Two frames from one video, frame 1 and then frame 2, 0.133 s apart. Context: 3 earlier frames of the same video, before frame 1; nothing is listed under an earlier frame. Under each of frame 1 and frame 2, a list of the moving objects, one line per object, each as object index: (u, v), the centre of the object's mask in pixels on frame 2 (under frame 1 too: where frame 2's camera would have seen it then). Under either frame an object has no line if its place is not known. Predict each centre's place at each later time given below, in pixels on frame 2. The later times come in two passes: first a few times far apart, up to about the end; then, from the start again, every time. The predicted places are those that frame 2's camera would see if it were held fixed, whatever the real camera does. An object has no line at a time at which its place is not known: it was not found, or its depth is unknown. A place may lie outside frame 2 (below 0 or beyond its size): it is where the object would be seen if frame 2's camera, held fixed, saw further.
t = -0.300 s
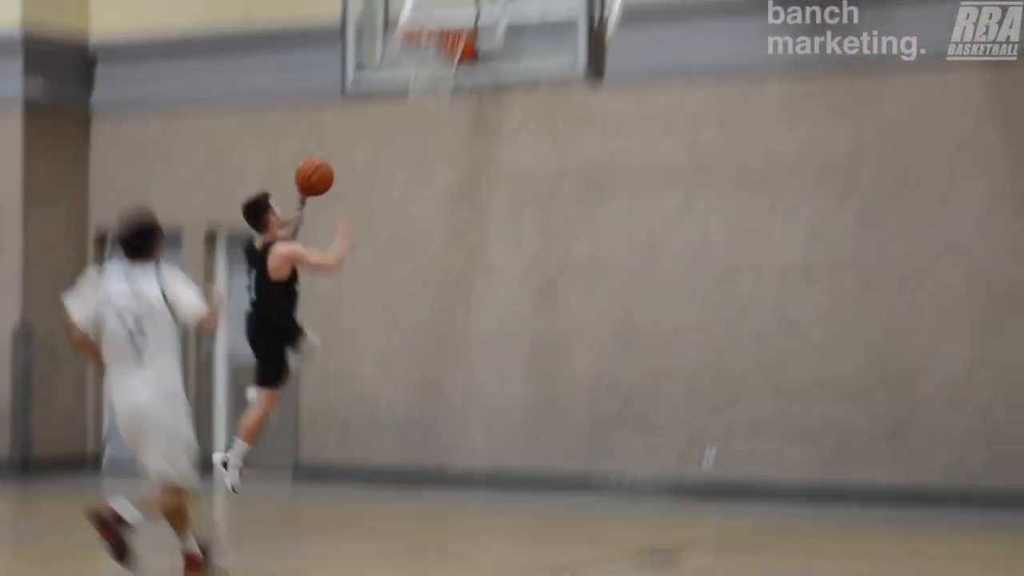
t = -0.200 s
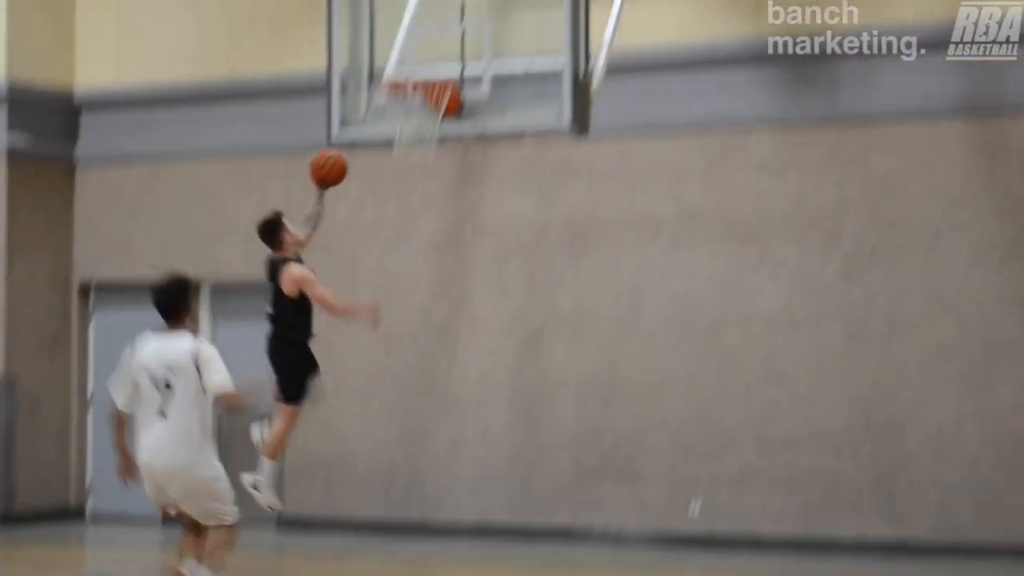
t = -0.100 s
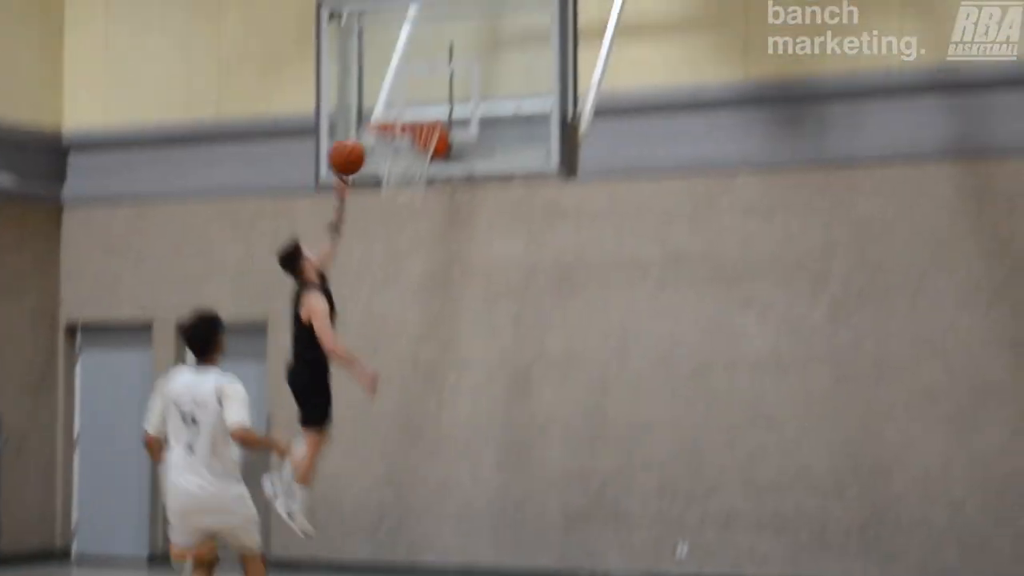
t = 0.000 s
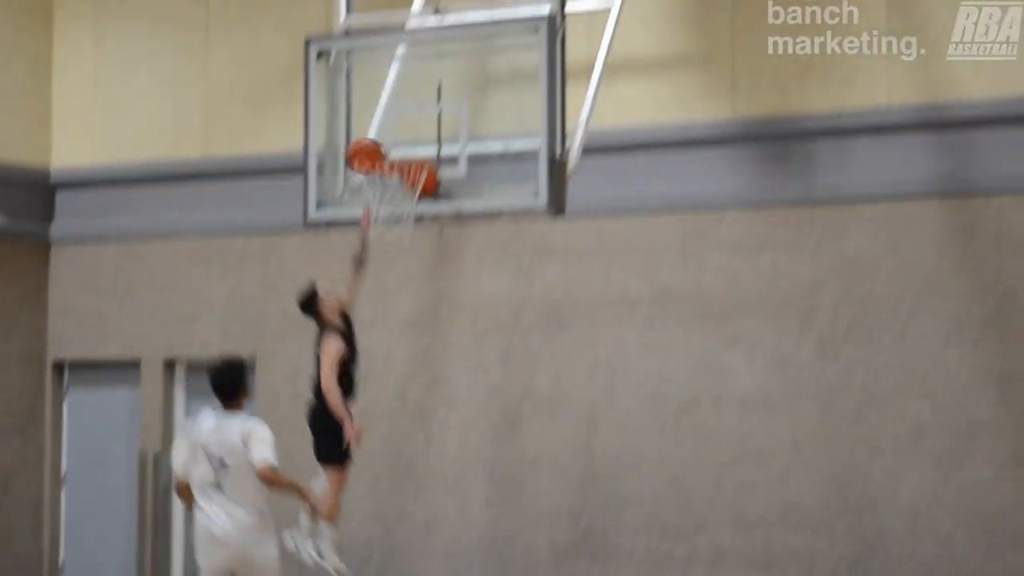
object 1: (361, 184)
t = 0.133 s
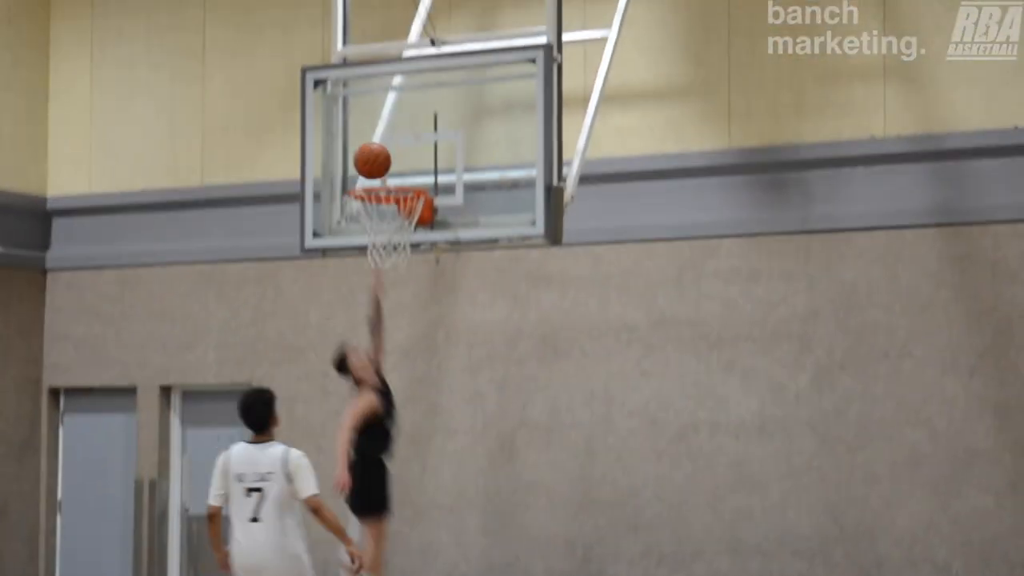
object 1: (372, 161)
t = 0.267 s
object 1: (379, 164)
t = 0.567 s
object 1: (389, 269)
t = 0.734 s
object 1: (391, 359)
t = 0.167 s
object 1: (374, 159)
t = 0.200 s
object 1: (376, 159)
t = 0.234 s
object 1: (378, 161)
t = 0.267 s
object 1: (379, 164)
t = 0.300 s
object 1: (381, 169)
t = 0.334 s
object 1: (383, 173)
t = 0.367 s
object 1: (385, 178)
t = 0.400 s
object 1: (388, 197)
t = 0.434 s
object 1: (387, 207)
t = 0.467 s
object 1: (385, 223)
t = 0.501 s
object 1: (388, 237)
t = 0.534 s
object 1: (388, 252)
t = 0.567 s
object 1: (389, 269)
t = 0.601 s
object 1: (389, 280)
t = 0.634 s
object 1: (390, 297)
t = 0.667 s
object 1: (390, 316)
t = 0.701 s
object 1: (391, 336)
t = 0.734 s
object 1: (391, 359)
